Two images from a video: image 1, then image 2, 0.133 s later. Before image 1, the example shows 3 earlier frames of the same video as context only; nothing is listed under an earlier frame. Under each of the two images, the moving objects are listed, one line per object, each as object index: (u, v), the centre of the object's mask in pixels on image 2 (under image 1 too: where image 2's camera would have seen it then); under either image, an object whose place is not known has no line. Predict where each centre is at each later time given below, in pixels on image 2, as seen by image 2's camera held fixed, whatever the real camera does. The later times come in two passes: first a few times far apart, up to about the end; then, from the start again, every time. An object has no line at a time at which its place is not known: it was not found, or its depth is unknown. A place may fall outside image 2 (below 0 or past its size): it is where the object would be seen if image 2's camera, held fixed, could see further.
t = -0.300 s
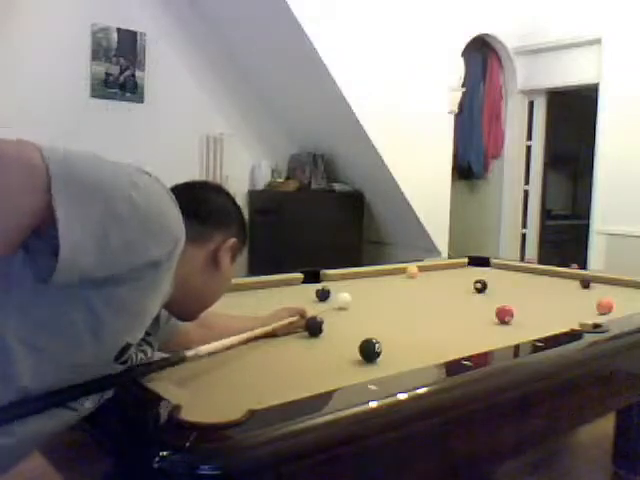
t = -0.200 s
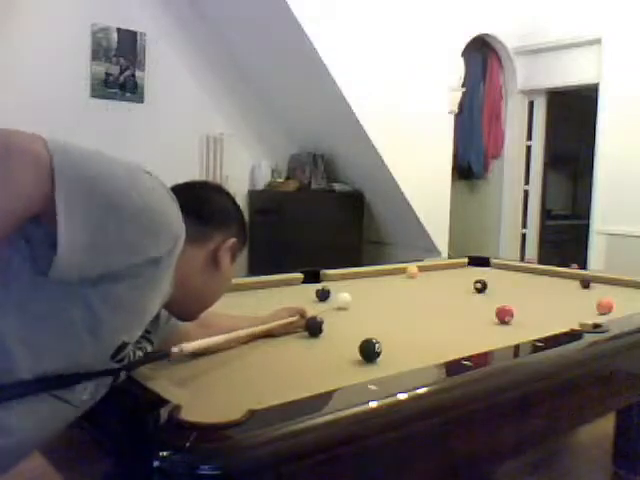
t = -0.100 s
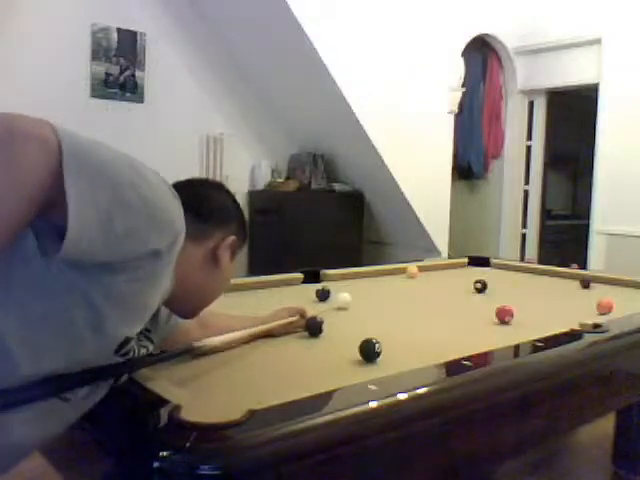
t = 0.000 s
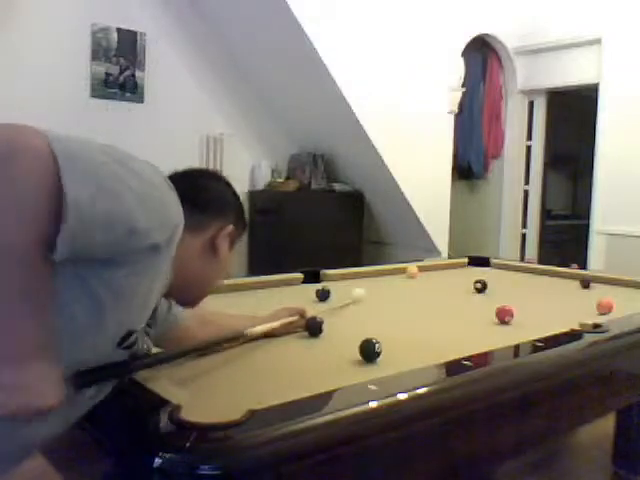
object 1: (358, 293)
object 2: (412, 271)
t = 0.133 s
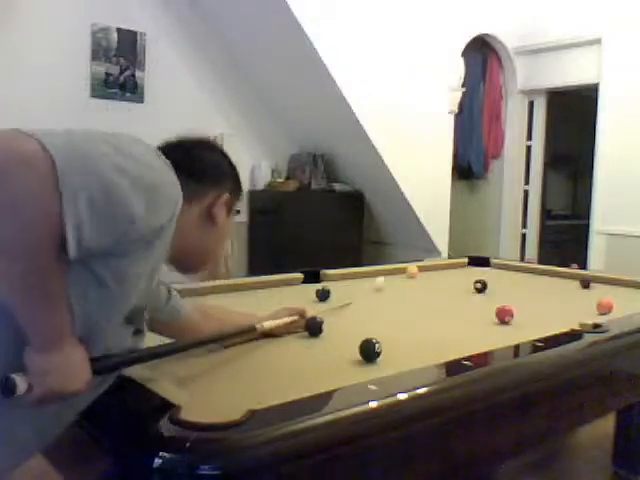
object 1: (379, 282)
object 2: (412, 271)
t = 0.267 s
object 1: (395, 275)
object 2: (412, 271)
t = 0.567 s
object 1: (396, 271)
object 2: (441, 268)
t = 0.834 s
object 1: (402, 272)
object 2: (468, 265)
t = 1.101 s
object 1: (408, 275)
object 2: (491, 263)
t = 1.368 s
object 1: (413, 277)
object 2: (479, 264)
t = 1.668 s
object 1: (419, 278)
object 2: (466, 266)
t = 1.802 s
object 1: (420, 278)
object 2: (461, 267)
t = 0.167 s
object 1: (382, 281)
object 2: (412, 271)
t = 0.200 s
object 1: (389, 278)
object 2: (412, 270)
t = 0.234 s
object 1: (392, 277)
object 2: (412, 271)
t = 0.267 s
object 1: (395, 275)
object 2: (412, 271)
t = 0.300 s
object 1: (399, 274)
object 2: (412, 271)
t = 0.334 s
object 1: (401, 273)
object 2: (413, 271)
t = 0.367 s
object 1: (402, 273)
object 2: (413, 271)
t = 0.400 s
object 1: (399, 271)
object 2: (420, 270)
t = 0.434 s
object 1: (397, 270)
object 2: (425, 269)
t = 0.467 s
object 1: (395, 271)
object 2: (429, 269)
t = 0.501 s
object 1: (395, 271)
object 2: (433, 269)
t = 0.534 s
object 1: (396, 271)
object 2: (437, 268)
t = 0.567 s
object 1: (396, 271)
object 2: (441, 268)
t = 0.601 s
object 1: (397, 271)
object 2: (445, 267)
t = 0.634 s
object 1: (397, 271)
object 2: (448, 267)
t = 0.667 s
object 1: (398, 271)
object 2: (451, 267)
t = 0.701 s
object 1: (398, 271)
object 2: (455, 267)
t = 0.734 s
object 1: (399, 271)
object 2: (458, 267)
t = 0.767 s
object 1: (400, 271)
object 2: (461, 267)
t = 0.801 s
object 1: (402, 272)
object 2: (465, 266)
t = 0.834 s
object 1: (402, 272)
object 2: (468, 265)
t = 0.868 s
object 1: (402, 272)
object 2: (472, 265)
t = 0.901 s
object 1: (404, 273)
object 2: (475, 264)
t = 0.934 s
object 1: (405, 273)
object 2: (478, 264)
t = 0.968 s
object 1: (405, 274)
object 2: (481, 264)
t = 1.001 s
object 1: (406, 274)
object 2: (484, 264)
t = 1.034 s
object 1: (406, 274)
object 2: (488, 264)
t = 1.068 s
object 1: (407, 274)
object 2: (490, 263)
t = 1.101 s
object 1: (408, 275)
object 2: (491, 263)
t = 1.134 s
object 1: (408, 275)
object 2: (490, 263)
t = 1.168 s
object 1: (408, 275)
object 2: (488, 263)
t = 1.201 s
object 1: (409, 275)
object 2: (486, 263)
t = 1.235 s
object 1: (409, 275)
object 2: (486, 263)
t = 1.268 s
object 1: (410, 275)
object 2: (484, 263)
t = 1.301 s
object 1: (410, 275)
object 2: (482, 264)
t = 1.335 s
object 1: (412, 276)
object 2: (480, 264)
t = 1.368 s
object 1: (413, 277)
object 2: (479, 264)
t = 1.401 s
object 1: (413, 277)
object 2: (477, 264)
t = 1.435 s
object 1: (414, 277)
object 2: (476, 264)
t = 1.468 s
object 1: (415, 277)
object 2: (475, 264)
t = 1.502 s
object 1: (415, 277)
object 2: (473, 265)
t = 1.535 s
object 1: (416, 277)
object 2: (472, 265)
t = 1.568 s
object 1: (416, 277)
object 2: (471, 265)
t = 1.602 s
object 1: (418, 278)
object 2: (469, 265)
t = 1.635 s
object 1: (419, 278)
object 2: (468, 266)
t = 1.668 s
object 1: (419, 278)
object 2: (466, 266)
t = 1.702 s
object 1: (419, 278)
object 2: (465, 267)
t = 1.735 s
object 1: (419, 278)
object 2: (464, 267)
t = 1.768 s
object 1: (420, 278)
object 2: (462, 267)
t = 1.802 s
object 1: (420, 278)
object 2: (461, 267)
